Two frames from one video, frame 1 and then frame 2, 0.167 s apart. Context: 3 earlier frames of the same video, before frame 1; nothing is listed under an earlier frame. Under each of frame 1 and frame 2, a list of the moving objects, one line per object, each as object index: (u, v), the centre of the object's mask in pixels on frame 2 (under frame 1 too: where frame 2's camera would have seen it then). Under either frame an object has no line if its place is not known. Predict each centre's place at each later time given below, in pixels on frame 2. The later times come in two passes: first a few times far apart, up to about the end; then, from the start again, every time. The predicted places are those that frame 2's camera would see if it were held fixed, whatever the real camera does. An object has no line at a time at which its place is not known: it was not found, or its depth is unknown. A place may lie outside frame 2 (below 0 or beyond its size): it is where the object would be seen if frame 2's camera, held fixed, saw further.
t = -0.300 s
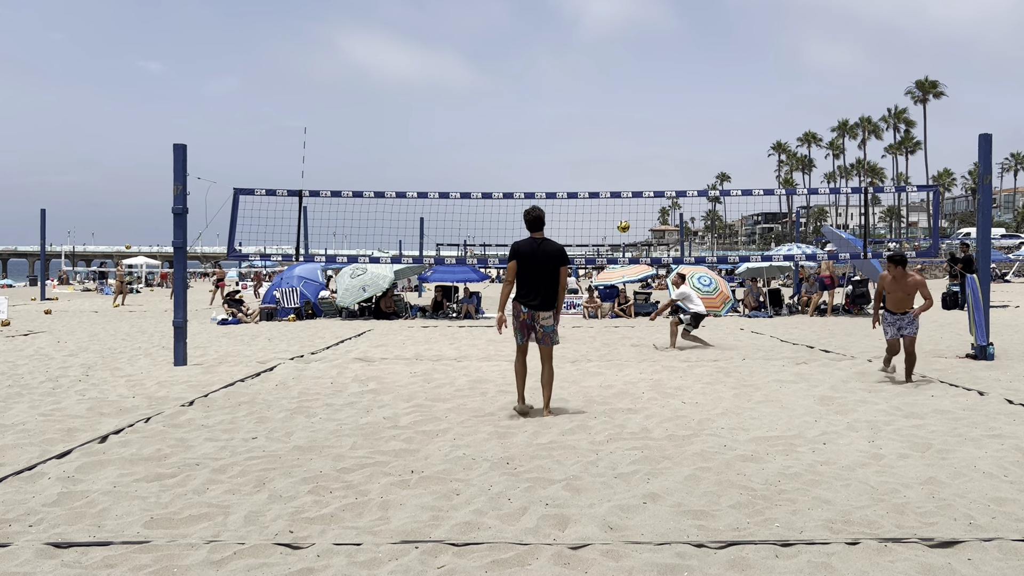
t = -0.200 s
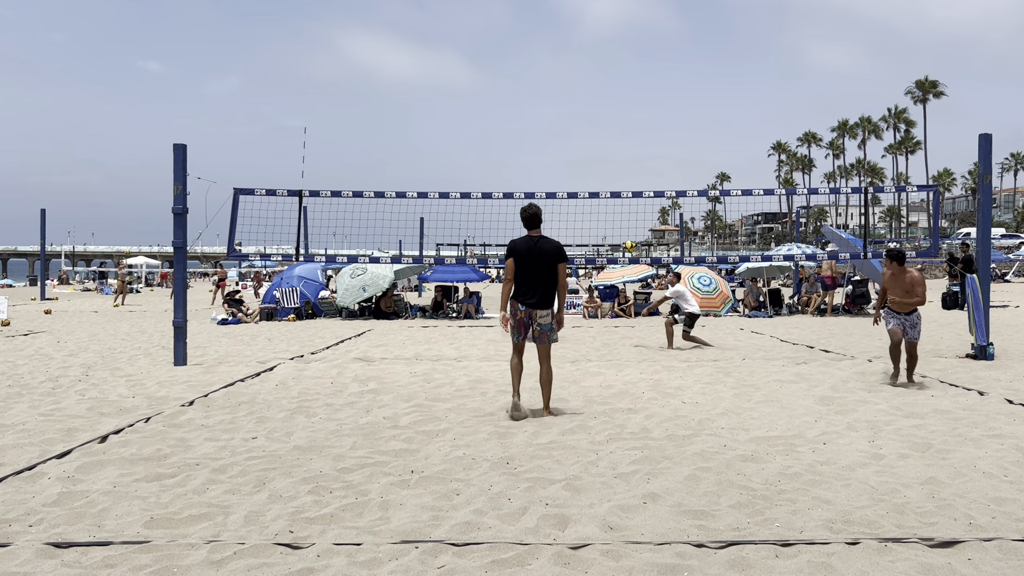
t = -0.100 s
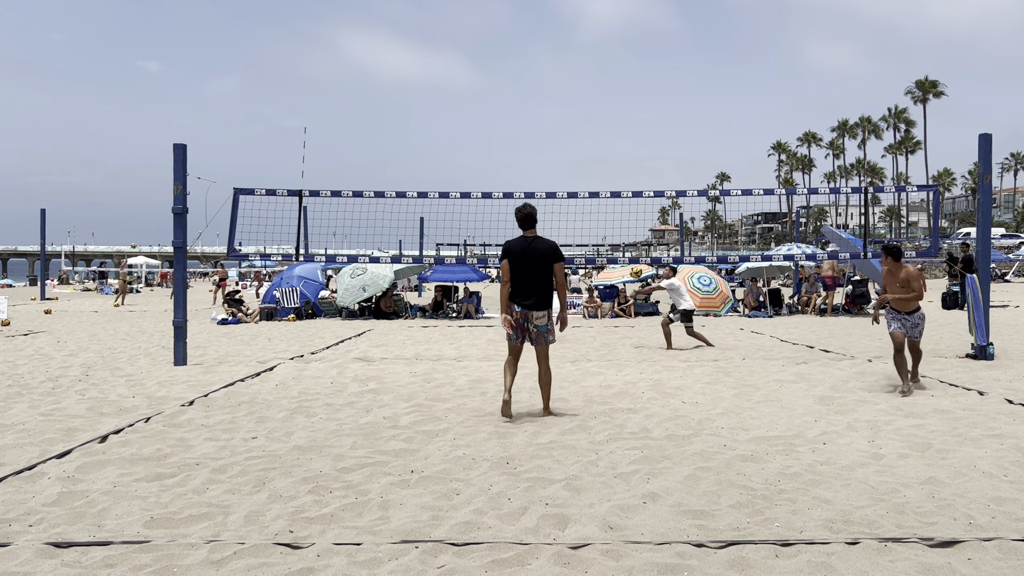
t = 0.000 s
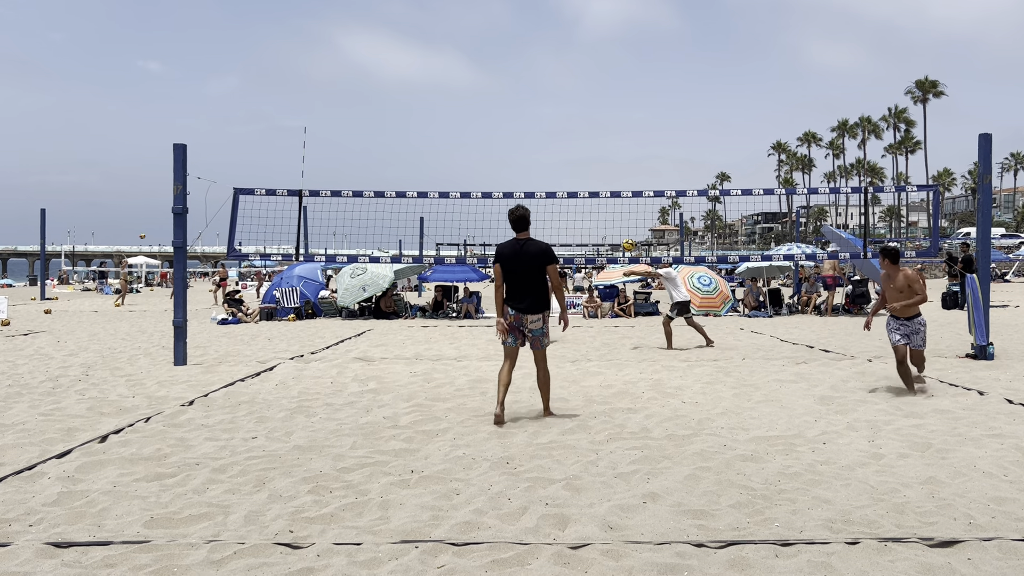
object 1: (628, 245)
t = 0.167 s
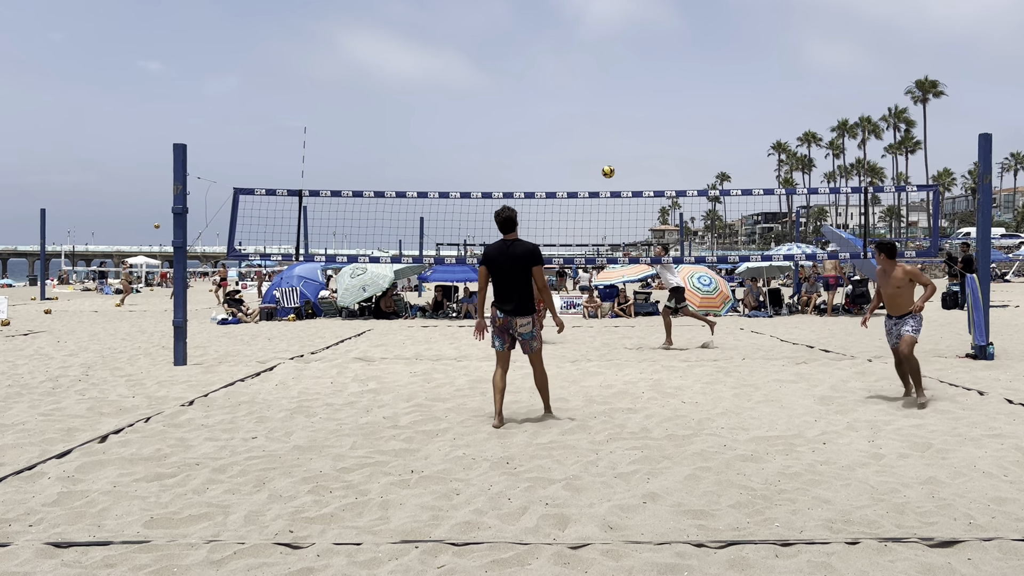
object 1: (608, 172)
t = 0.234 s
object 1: (601, 147)
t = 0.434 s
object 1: (580, 87)
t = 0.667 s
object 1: (557, 48)
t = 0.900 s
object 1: (534, 43)
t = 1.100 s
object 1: (514, 67)
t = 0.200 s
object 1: (604, 159)
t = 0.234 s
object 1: (601, 147)
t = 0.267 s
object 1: (597, 135)
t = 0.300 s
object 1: (593, 124)
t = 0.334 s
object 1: (590, 114)
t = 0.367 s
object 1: (587, 104)
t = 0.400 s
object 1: (583, 95)
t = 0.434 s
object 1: (580, 87)
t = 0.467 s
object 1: (577, 79)
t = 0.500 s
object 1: (573, 72)
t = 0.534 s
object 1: (570, 66)
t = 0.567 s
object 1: (567, 61)
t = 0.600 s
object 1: (563, 56)
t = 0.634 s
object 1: (560, 51)
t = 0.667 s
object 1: (557, 48)
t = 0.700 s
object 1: (553, 45)
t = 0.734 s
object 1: (550, 43)
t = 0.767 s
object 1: (547, 41)
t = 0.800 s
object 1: (544, 41)
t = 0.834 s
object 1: (540, 41)
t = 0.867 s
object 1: (537, 41)
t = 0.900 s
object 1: (534, 43)
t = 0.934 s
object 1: (530, 45)
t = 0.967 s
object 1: (527, 48)
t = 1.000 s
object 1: (524, 51)
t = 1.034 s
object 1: (521, 56)
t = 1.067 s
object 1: (517, 61)
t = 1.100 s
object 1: (514, 67)
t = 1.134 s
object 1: (511, 73)
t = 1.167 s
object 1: (508, 80)
